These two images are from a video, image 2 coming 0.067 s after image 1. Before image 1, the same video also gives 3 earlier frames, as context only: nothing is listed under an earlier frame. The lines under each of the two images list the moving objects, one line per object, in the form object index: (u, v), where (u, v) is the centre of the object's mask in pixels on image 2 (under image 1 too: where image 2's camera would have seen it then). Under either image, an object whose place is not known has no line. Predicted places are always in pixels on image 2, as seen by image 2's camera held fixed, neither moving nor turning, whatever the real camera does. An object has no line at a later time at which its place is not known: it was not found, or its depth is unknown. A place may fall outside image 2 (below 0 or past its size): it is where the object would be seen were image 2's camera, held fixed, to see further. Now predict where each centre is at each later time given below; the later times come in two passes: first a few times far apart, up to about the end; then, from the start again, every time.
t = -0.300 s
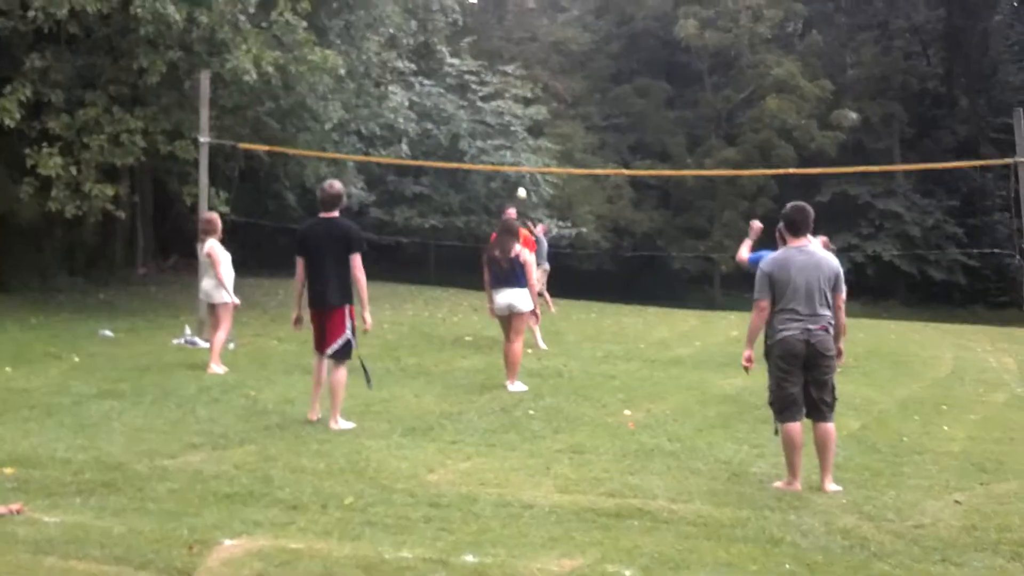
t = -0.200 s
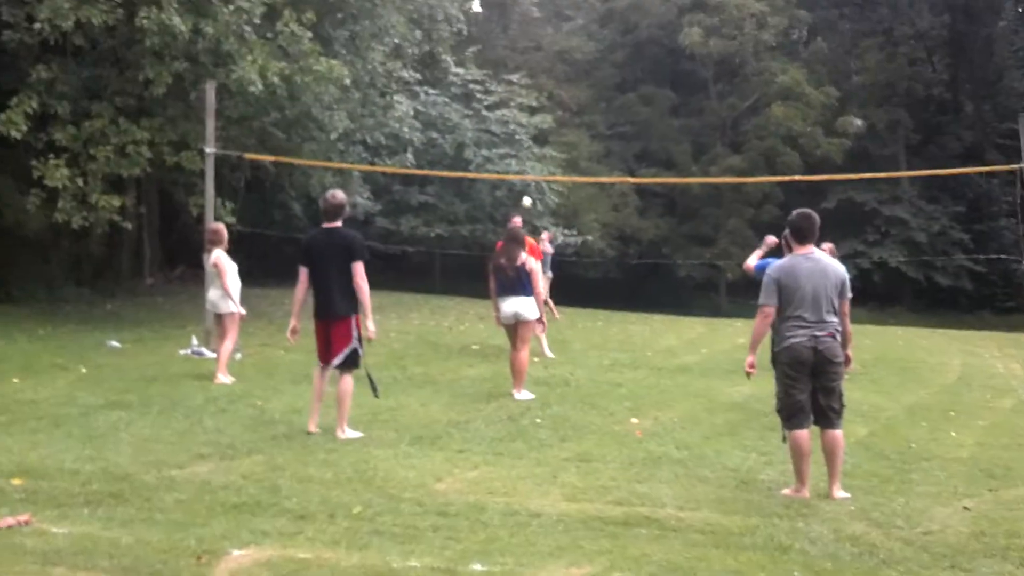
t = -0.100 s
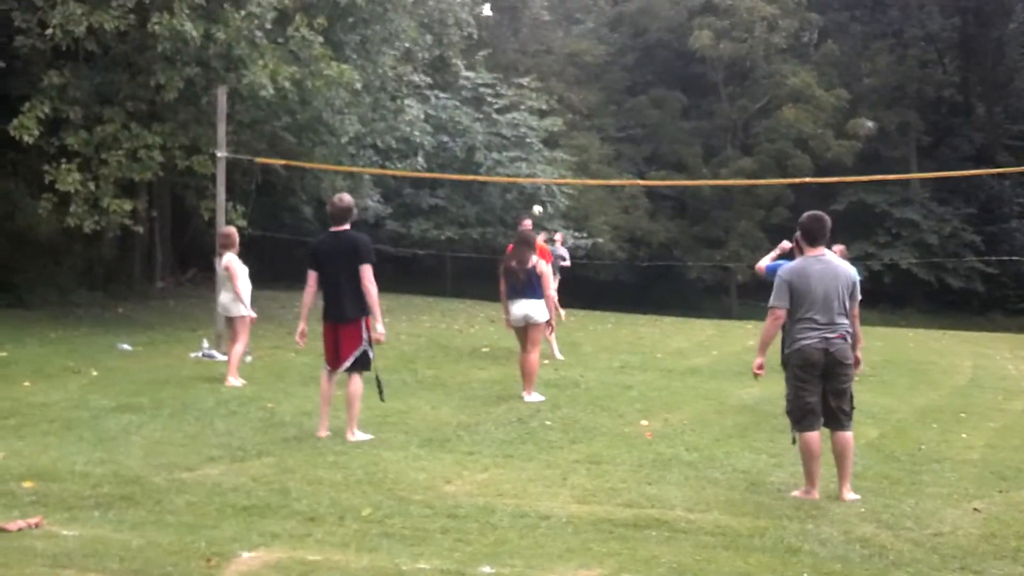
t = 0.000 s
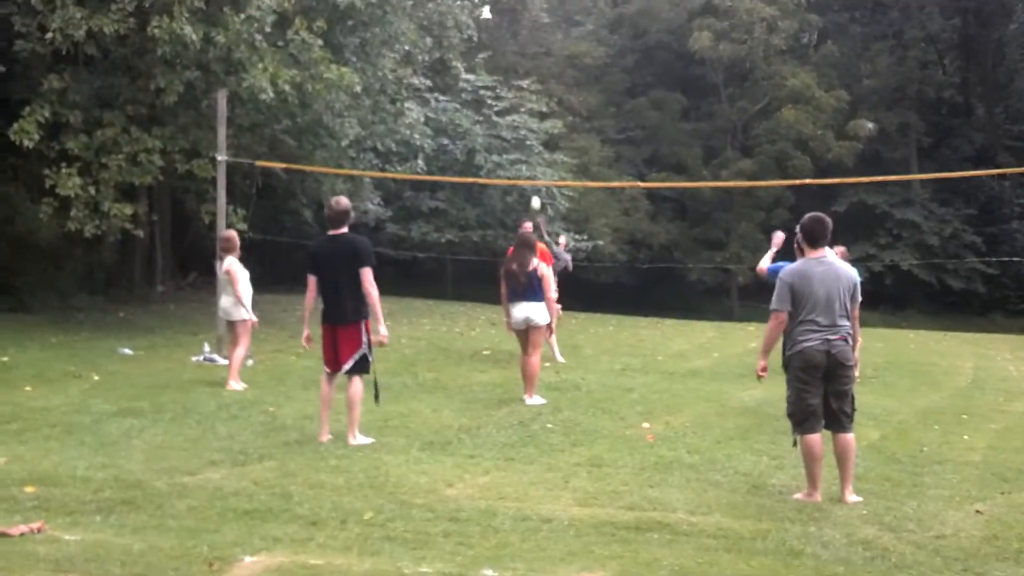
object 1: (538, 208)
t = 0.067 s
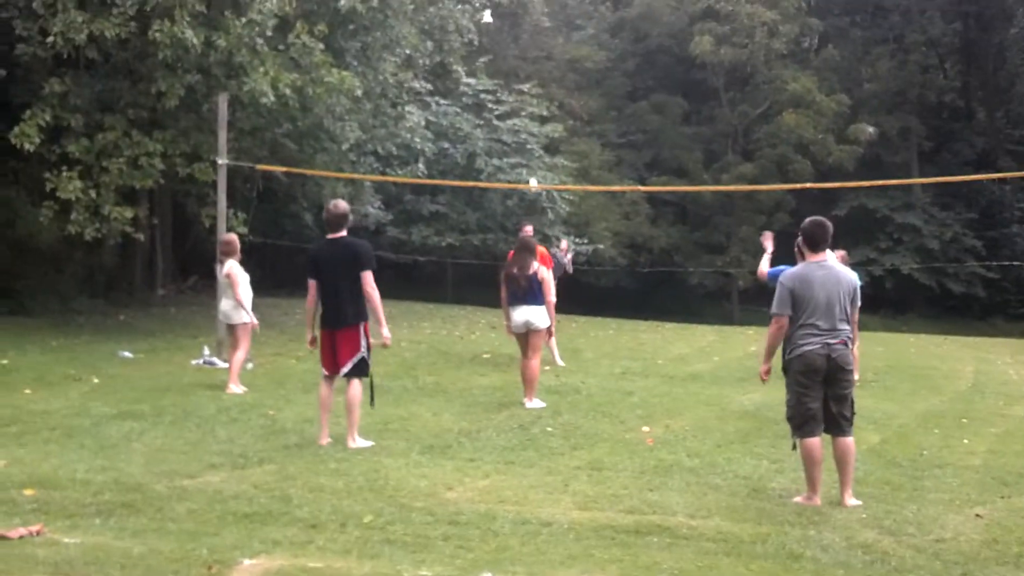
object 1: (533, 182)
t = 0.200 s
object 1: (529, 145)
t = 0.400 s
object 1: (523, 92)
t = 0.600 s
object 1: (518, 57)
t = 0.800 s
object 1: (516, 44)
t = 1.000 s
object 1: (526, 62)
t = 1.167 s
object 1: (538, 108)
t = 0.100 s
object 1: (531, 173)
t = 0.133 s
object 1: (529, 165)
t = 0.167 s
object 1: (530, 156)
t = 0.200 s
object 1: (529, 145)
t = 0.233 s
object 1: (528, 137)
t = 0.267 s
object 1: (528, 125)
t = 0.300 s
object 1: (527, 119)
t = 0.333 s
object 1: (526, 111)
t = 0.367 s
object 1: (524, 101)
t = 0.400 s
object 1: (523, 92)
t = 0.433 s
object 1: (523, 85)
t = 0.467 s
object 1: (522, 81)
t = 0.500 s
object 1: (520, 74)
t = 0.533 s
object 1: (520, 68)
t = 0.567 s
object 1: (520, 61)
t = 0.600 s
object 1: (518, 57)
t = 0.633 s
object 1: (518, 52)
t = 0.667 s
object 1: (518, 48)
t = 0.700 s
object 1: (518, 45)
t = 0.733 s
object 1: (517, 43)
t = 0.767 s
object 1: (517, 44)
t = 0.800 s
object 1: (516, 44)
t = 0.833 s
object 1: (516, 43)
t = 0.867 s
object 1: (516, 45)
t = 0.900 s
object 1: (518, 46)
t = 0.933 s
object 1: (521, 50)
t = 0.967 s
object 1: (523, 56)
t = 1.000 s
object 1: (526, 62)
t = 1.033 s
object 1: (527, 69)
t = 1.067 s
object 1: (529, 76)
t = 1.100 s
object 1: (532, 85)
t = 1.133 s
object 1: (536, 98)
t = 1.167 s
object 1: (538, 108)
